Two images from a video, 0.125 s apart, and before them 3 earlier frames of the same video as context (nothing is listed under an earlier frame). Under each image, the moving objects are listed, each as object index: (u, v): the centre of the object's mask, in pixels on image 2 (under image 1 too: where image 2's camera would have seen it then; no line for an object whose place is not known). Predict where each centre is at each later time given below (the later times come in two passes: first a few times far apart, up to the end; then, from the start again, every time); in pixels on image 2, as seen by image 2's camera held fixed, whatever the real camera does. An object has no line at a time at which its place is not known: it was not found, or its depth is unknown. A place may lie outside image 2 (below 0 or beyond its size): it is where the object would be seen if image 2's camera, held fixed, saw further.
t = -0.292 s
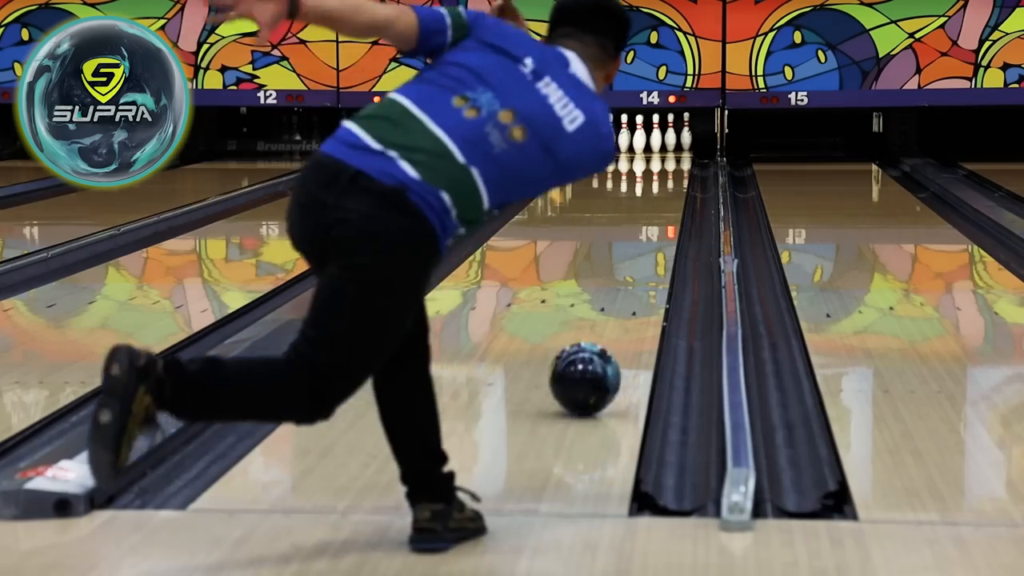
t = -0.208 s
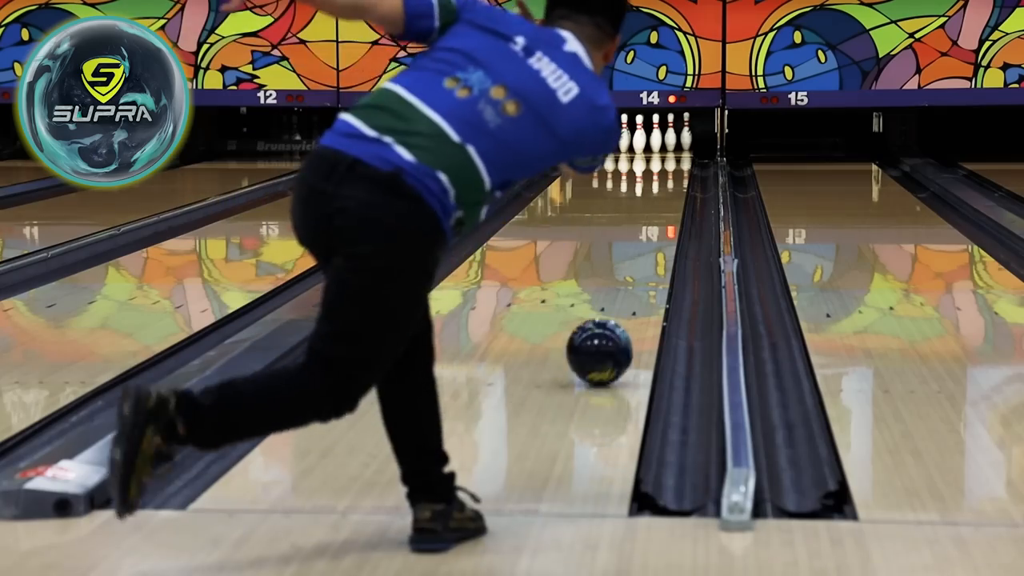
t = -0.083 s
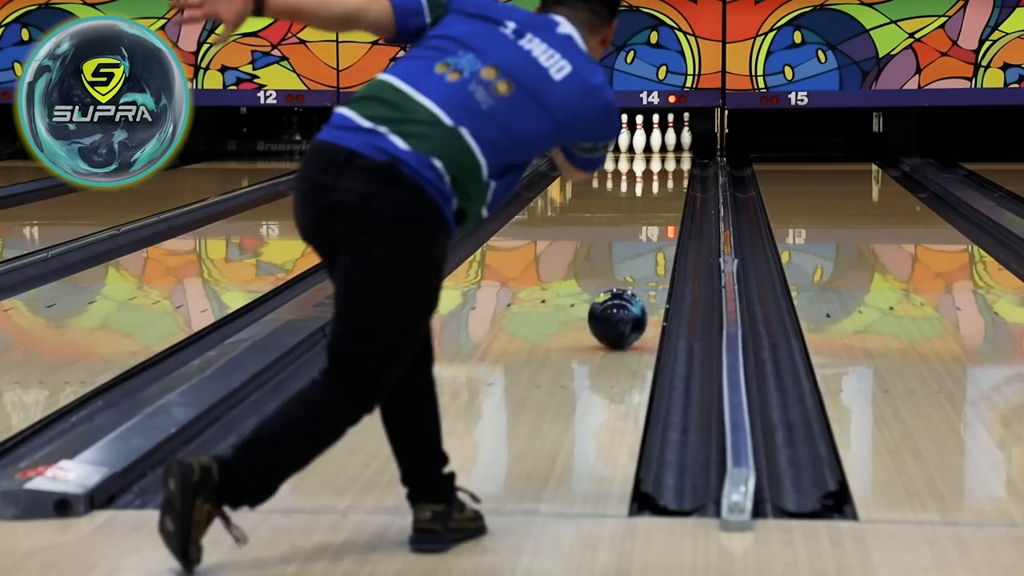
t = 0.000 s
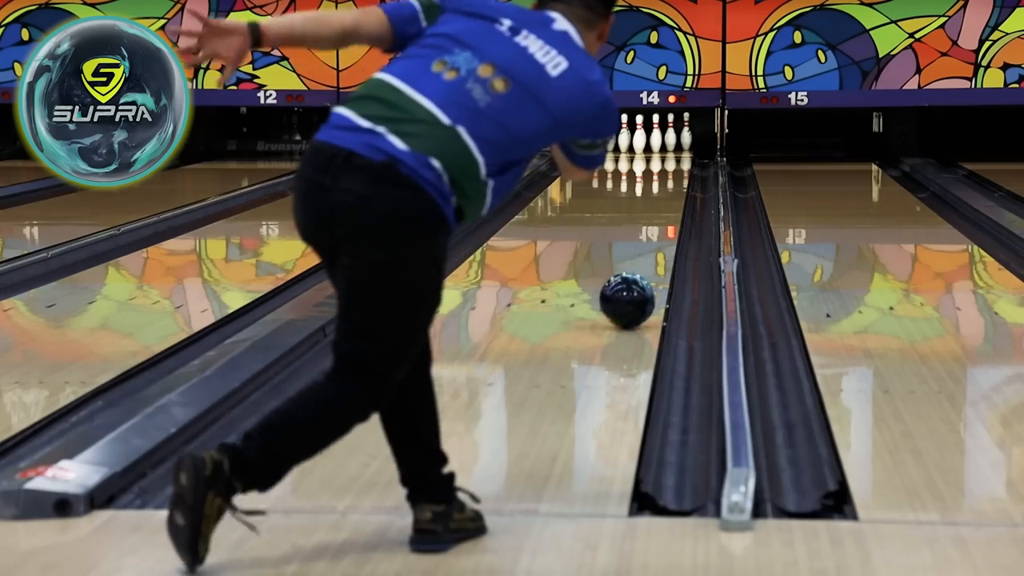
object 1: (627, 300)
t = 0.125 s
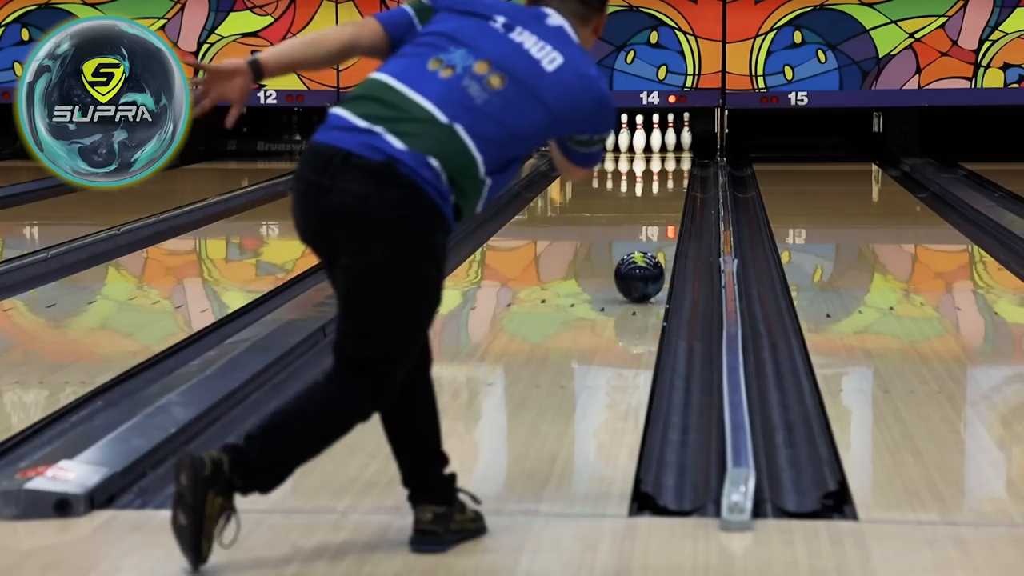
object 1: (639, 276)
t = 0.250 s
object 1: (649, 257)
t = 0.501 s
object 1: (663, 227)
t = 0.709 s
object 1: (671, 207)
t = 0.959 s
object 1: (677, 189)
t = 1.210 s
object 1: (679, 174)
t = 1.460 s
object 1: (677, 163)
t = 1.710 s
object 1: (669, 154)
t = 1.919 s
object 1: (660, 148)
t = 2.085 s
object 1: (651, 143)
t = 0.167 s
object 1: (643, 270)
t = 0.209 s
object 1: (646, 263)
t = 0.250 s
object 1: (649, 257)
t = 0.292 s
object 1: (652, 251)
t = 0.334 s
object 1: (654, 246)
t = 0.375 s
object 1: (657, 241)
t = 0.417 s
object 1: (659, 236)
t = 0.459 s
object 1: (661, 231)
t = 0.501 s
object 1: (663, 227)
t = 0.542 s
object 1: (664, 223)
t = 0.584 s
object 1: (666, 219)
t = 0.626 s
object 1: (668, 215)
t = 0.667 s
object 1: (670, 211)
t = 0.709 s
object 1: (671, 207)
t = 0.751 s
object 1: (672, 204)
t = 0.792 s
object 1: (673, 201)
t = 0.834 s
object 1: (674, 197)
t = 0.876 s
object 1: (675, 195)
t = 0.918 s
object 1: (676, 192)
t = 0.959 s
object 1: (677, 189)
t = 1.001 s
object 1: (677, 186)
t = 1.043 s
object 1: (678, 183)
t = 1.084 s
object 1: (679, 181)
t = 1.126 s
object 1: (679, 179)
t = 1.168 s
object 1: (679, 177)
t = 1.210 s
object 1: (679, 174)
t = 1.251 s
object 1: (679, 172)
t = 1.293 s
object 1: (679, 170)
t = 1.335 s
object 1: (680, 168)
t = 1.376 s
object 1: (679, 166)
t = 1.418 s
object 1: (677, 165)
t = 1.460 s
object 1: (677, 163)
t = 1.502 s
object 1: (676, 161)
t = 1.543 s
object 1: (675, 160)
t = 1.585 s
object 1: (675, 158)
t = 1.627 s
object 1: (673, 156)
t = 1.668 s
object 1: (671, 155)
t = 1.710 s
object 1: (669, 154)
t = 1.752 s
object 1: (667, 152)
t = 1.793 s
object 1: (665, 151)
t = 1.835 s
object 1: (664, 150)
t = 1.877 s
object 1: (662, 149)
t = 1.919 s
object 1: (660, 148)
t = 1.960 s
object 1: (658, 146)
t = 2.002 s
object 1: (657, 145)
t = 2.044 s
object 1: (654, 144)
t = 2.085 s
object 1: (651, 143)
